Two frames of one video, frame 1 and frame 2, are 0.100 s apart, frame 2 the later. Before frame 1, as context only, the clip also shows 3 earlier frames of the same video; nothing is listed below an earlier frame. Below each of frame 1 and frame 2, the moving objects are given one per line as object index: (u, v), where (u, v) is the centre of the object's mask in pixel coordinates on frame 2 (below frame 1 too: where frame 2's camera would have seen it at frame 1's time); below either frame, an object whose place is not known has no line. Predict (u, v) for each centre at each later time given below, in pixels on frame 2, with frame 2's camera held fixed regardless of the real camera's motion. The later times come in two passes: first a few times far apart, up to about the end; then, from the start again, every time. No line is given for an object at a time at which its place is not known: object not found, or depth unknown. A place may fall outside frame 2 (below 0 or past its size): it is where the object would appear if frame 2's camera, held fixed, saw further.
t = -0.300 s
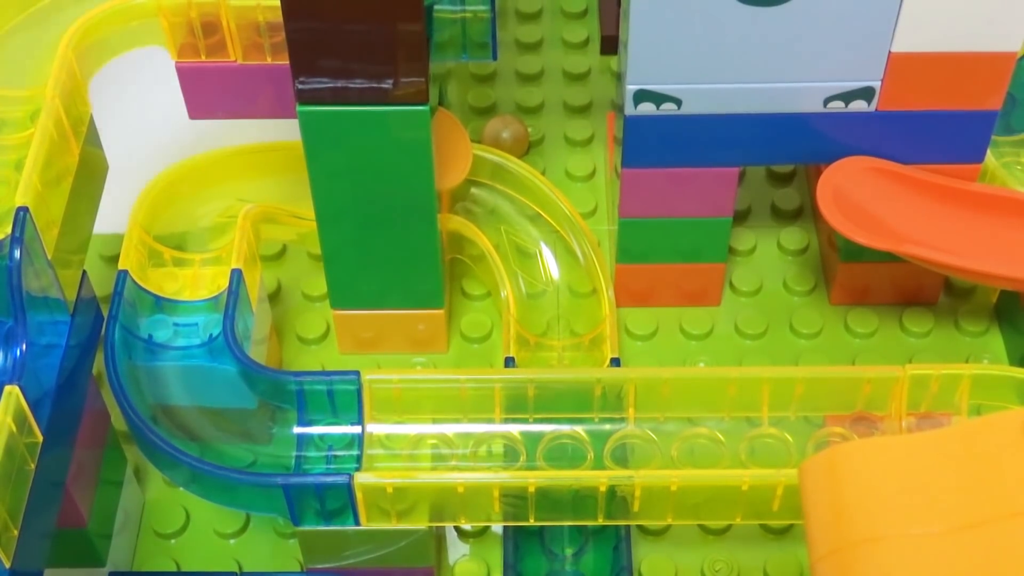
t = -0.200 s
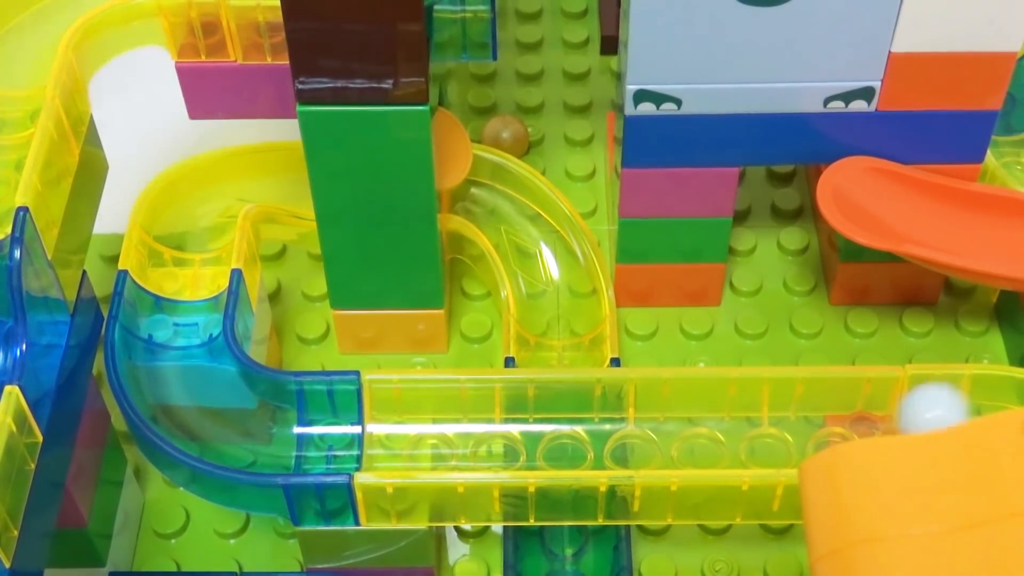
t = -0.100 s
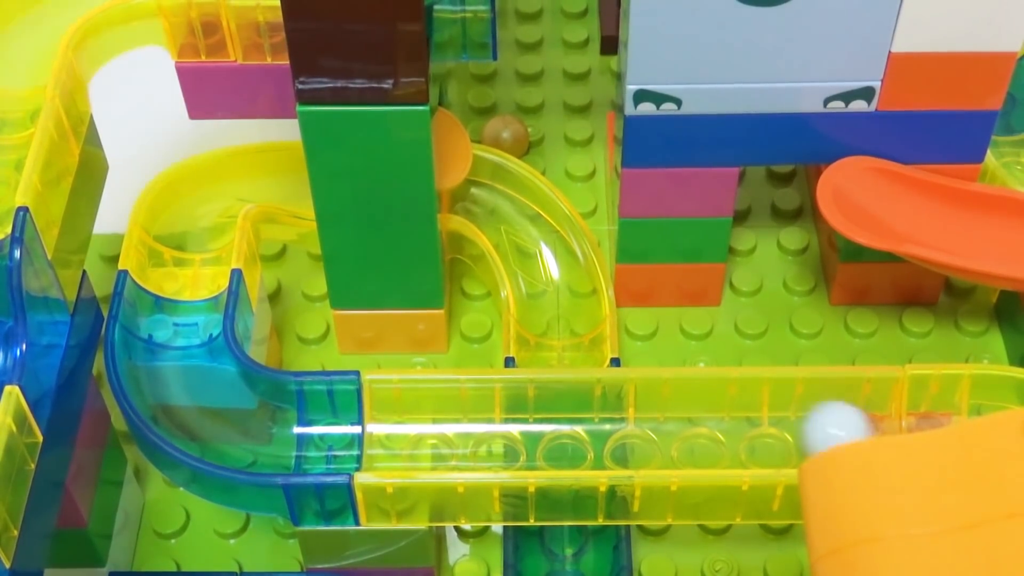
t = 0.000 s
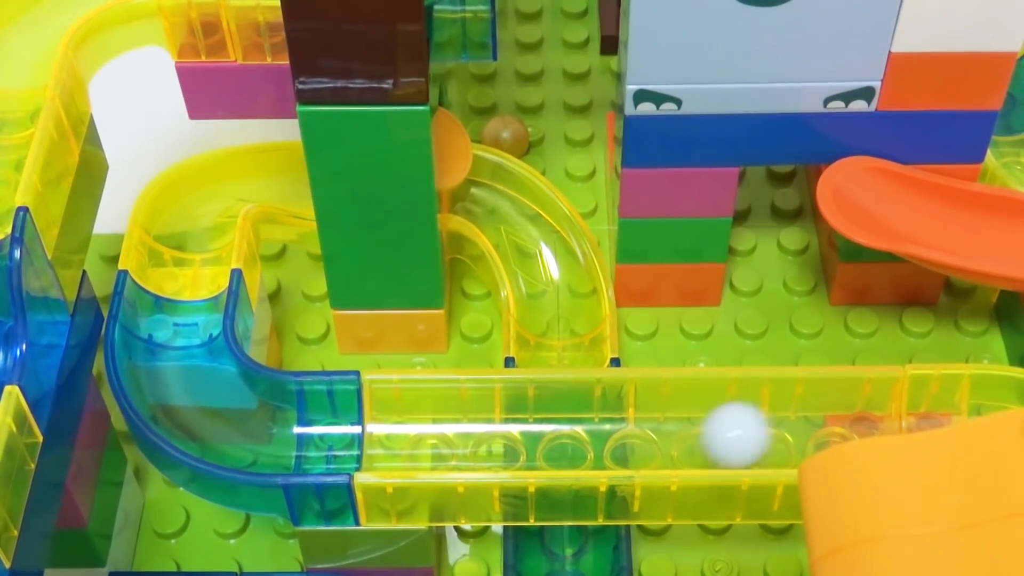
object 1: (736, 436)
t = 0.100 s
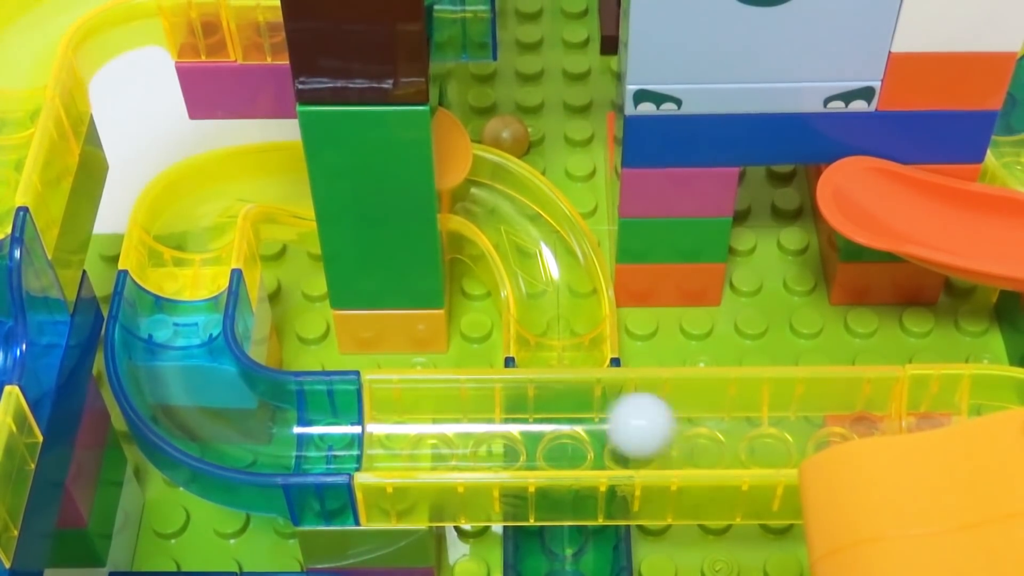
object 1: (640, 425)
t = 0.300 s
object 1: (457, 430)
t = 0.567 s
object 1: (232, 432)
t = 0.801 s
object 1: (180, 309)
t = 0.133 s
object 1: (609, 429)
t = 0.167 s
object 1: (578, 438)
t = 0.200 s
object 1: (547, 439)
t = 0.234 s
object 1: (517, 435)
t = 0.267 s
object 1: (486, 427)
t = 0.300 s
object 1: (457, 430)
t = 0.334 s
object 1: (426, 438)
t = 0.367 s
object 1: (398, 440)
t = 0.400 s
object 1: (370, 435)
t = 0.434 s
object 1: (342, 430)
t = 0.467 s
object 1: (312, 432)
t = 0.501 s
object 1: (280, 440)
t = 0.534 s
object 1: (252, 440)
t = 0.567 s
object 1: (232, 432)
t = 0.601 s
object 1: (214, 415)
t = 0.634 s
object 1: (194, 400)
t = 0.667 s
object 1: (175, 385)
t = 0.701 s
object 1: (166, 368)
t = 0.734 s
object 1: (169, 349)
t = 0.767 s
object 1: (176, 329)
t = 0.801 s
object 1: (180, 309)
